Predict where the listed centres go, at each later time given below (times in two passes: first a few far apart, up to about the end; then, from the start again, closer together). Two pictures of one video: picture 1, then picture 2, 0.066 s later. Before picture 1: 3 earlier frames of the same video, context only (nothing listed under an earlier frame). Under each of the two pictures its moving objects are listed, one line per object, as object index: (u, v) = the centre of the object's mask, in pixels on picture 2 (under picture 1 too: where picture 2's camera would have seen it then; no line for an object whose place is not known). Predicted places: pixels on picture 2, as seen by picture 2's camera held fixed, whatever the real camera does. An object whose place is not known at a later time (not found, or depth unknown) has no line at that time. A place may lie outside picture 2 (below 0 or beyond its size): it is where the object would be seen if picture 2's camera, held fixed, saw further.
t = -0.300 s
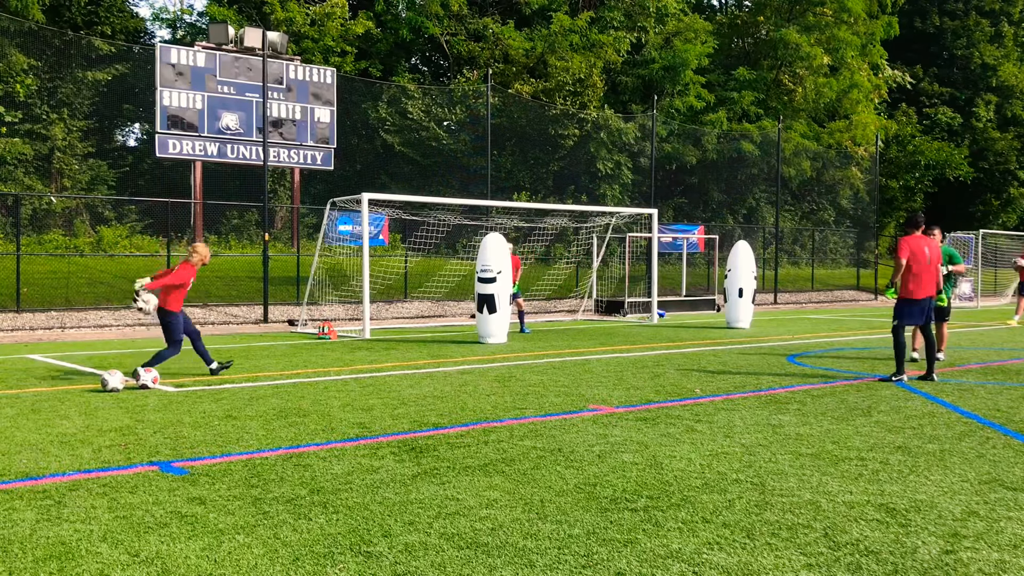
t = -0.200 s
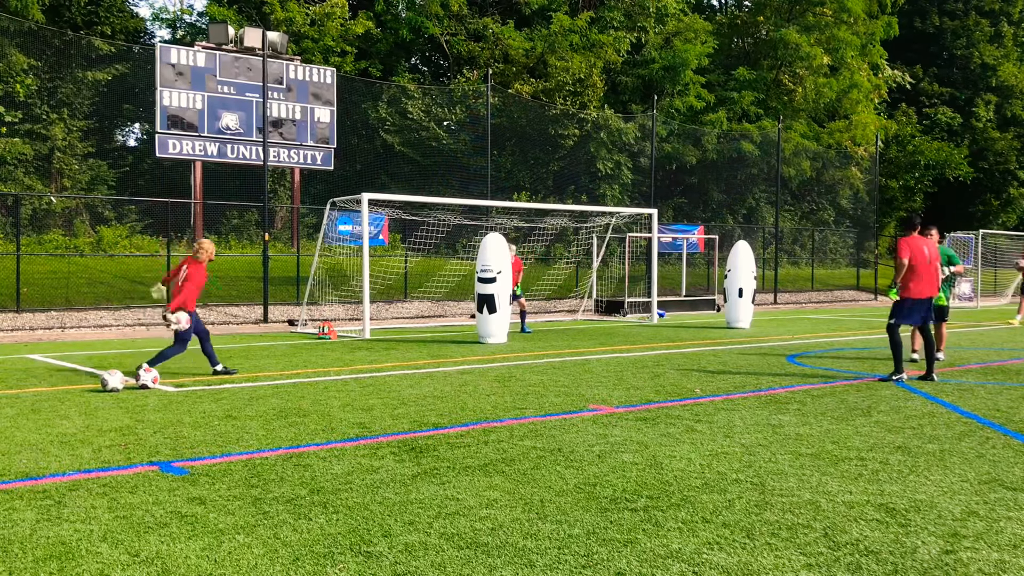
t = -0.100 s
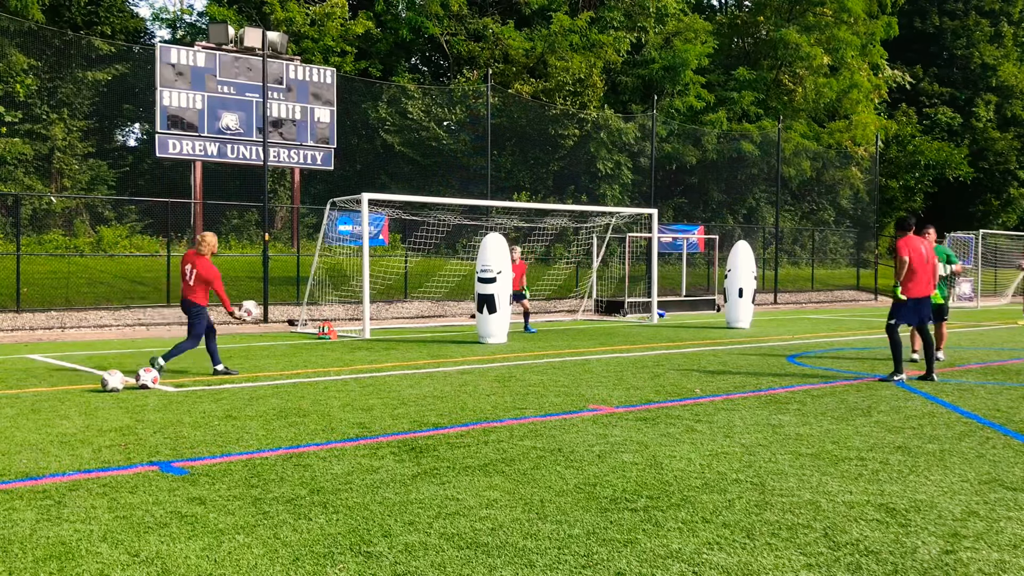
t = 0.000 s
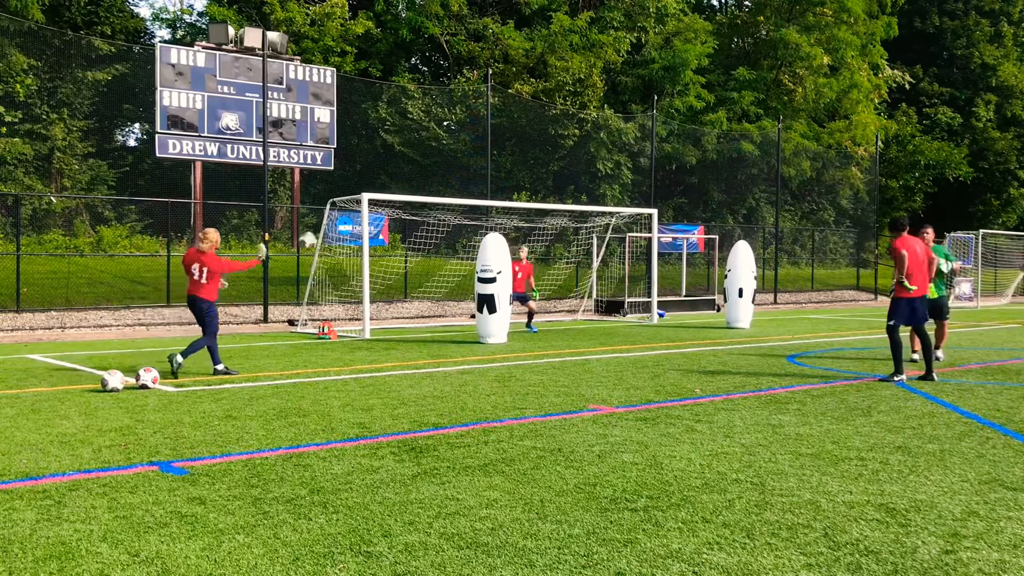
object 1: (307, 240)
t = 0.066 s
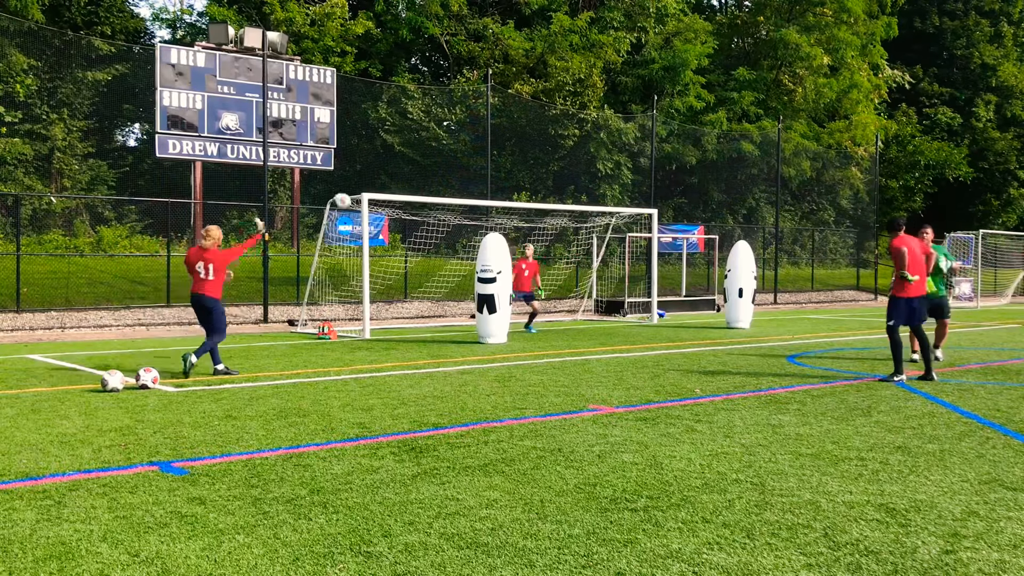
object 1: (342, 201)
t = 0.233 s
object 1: (417, 131)
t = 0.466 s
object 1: (504, 82)
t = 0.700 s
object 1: (574, 78)
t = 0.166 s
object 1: (388, 155)
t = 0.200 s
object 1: (403, 141)
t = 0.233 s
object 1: (417, 131)
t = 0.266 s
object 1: (431, 120)
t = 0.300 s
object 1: (445, 111)
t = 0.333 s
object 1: (457, 103)
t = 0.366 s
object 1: (469, 96)
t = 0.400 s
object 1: (480, 91)
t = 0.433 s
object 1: (493, 86)
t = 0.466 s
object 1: (504, 82)
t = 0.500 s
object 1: (515, 79)
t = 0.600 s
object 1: (545, 75)
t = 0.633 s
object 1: (554, 75)
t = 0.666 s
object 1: (564, 76)
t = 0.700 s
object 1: (574, 78)
